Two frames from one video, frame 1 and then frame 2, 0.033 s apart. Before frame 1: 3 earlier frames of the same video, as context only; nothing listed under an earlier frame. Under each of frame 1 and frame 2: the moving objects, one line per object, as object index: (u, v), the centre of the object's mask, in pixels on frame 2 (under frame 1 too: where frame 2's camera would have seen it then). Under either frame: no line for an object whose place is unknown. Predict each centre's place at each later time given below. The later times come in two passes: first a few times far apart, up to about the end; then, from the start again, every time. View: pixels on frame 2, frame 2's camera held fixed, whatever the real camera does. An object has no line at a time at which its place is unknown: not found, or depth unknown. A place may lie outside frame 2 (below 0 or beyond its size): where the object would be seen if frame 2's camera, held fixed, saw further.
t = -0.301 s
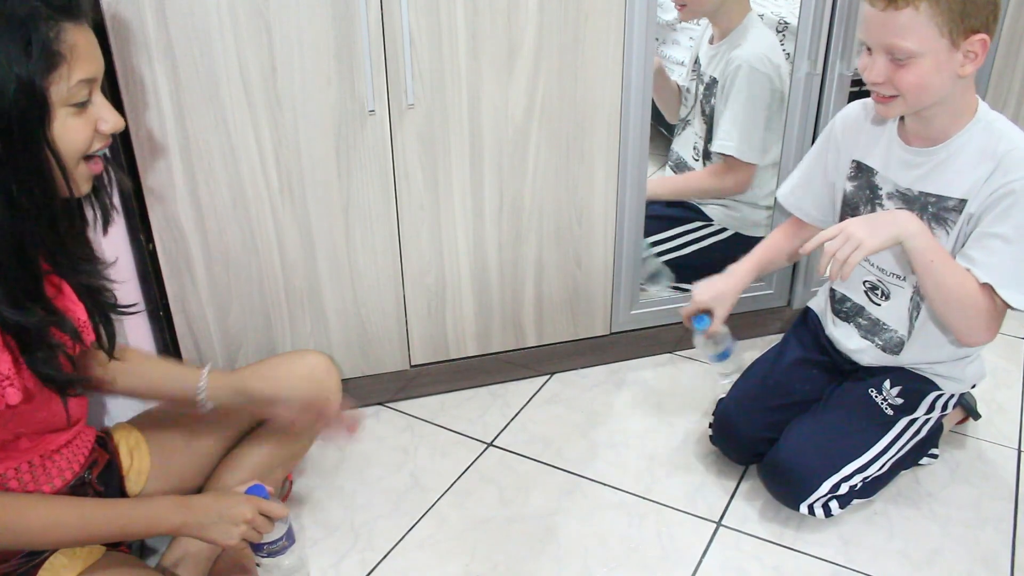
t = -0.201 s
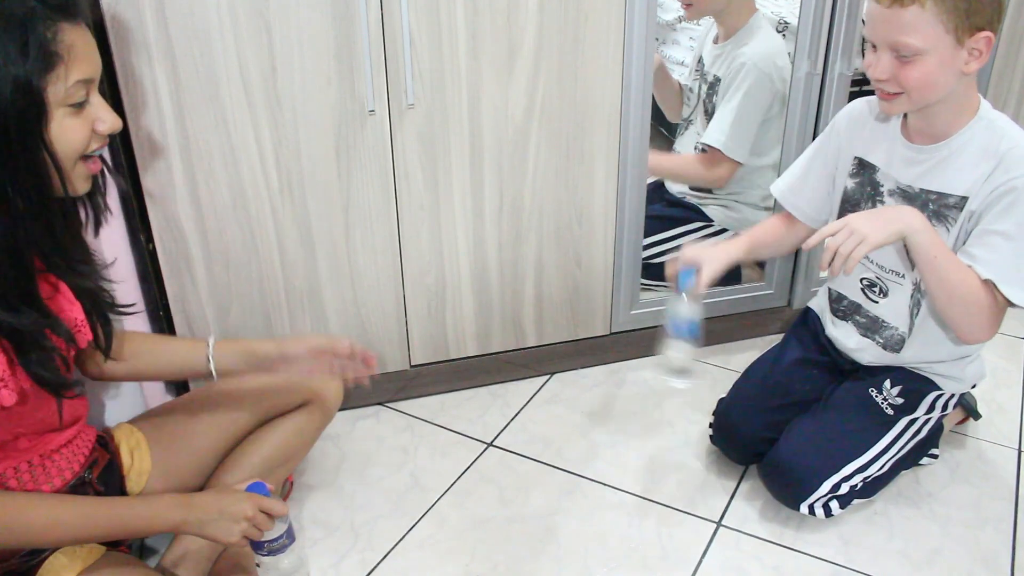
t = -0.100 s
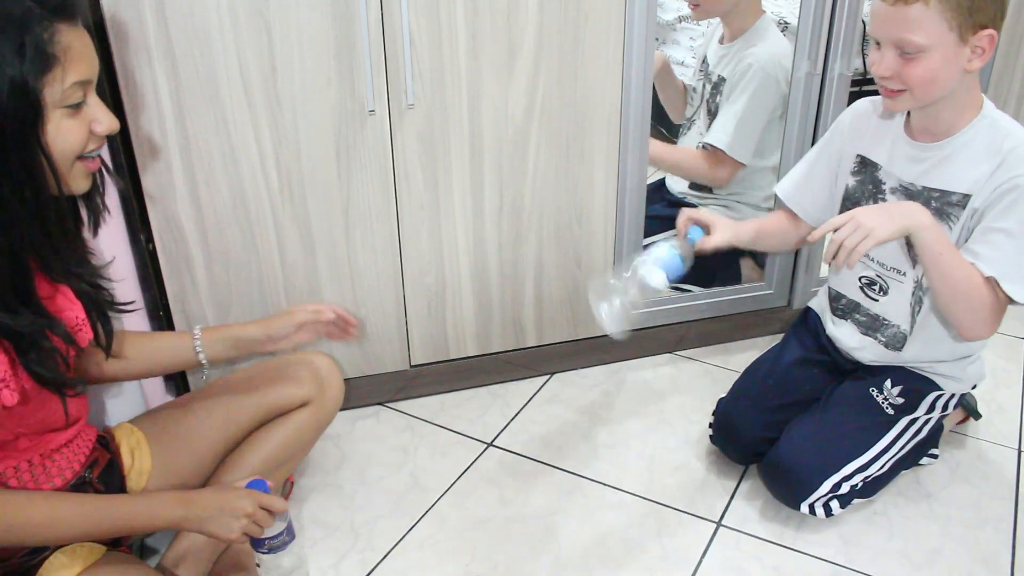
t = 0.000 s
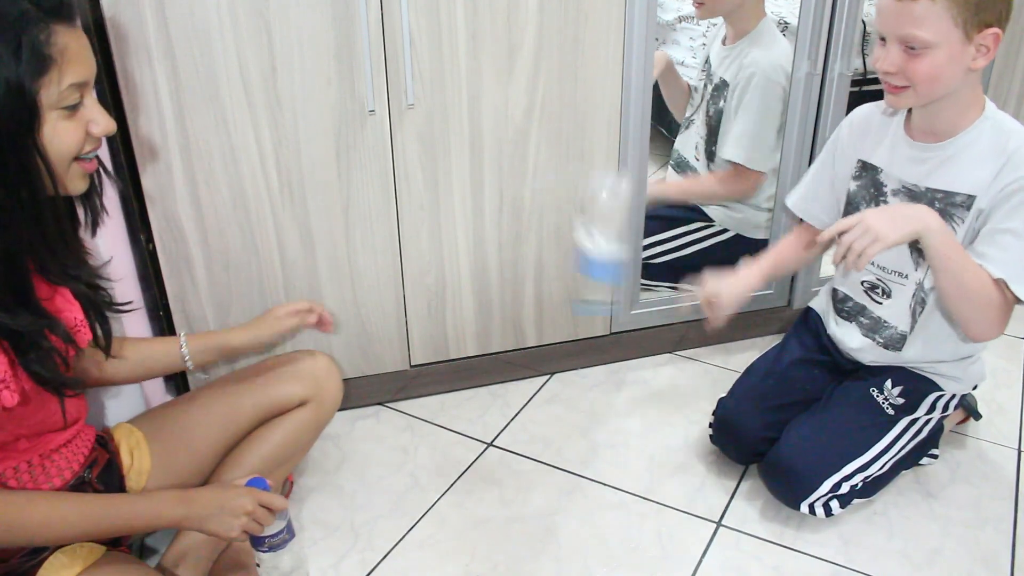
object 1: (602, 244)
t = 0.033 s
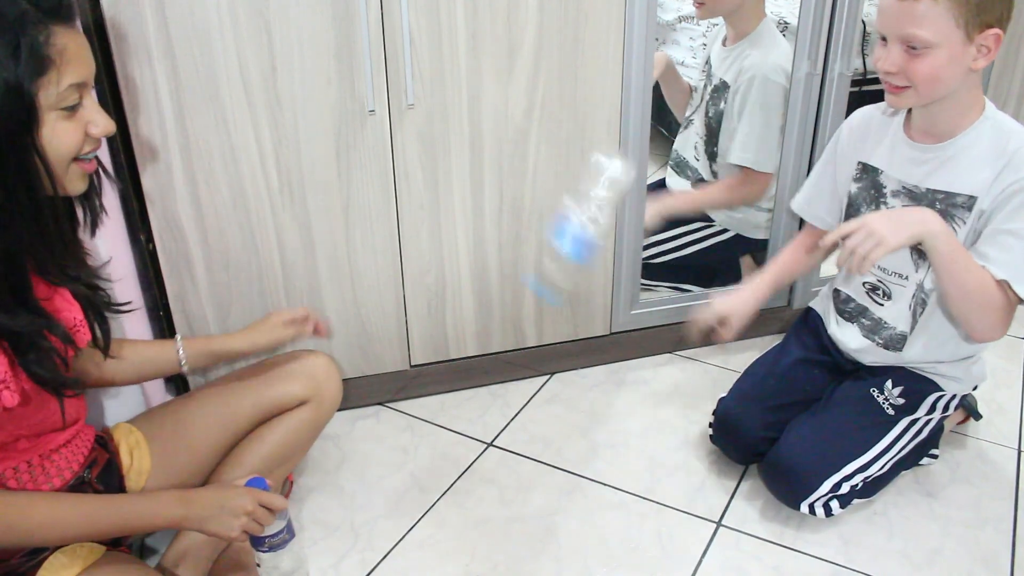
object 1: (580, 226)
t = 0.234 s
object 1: (546, 213)
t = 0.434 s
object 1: (544, 486)
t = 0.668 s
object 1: (500, 529)
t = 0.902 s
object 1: (497, 546)
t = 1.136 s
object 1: (484, 542)
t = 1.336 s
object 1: (475, 537)
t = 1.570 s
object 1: (461, 532)
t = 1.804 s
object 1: (451, 520)
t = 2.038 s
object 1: (436, 507)
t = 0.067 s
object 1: (565, 205)
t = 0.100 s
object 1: (556, 184)
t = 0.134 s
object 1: (553, 171)
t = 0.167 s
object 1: (553, 174)
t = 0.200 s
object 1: (549, 189)
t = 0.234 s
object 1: (546, 213)
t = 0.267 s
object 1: (543, 250)
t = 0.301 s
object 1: (537, 289)
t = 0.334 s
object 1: (536, 326)
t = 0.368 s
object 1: (535, 375)
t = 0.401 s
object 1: (548, 410)
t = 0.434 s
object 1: (544, 486)
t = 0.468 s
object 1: (517, 543)
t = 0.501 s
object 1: (514, 538)
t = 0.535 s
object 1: (509, 532)
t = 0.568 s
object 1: (504, 529)
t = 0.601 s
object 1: (500, 527)
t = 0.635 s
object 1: (498, 527)
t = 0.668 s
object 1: (500, 529)
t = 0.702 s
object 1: (504, 531)
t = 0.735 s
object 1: (509, 539)
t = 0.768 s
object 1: (507, 545)
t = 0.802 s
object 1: (505, 545)
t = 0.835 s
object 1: (502, 546)
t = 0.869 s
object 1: (500, 546)
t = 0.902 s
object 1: (497, 546)
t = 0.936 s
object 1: (495, 545)
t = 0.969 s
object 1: (493, 544)
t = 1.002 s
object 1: (492, 544)
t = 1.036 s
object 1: (491, 544)
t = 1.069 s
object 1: (488, 543)
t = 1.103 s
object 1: (486, 542)
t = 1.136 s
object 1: (484, 542)
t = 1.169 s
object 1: (483, 541)
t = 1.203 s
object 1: (481, 540)
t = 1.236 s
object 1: (479, 540)
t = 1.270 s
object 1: (478, 539)
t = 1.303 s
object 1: (476, 538)
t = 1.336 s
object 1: (475, 537)
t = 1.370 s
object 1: (473, 537)
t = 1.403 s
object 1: (472, 536)
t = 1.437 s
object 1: (470, 535)
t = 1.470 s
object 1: (468, 533)
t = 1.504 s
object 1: (465, 533)
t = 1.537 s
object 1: (465, 531)
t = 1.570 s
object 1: (461, 532)
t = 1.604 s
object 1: (463, 528)
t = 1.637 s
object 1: (459, 528)
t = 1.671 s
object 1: (454, 530)
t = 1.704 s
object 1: (457, 525)
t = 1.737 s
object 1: (455, 524)
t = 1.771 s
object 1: (453, 523)
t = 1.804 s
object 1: (451, 520)
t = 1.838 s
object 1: (448, 521)
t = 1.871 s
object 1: (447, 517)
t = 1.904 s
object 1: (444, 515)
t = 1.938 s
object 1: (442, 513)
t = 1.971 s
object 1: (440, 512)
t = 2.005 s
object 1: (438, 510)
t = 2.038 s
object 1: (436, 507)
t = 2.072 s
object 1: (433, 504)
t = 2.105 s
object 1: (432, 500)
